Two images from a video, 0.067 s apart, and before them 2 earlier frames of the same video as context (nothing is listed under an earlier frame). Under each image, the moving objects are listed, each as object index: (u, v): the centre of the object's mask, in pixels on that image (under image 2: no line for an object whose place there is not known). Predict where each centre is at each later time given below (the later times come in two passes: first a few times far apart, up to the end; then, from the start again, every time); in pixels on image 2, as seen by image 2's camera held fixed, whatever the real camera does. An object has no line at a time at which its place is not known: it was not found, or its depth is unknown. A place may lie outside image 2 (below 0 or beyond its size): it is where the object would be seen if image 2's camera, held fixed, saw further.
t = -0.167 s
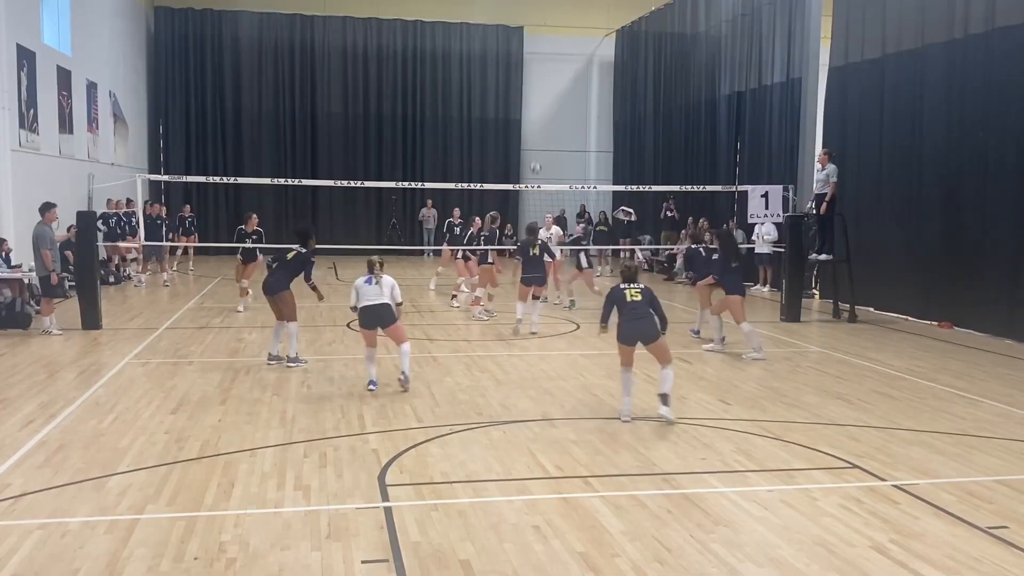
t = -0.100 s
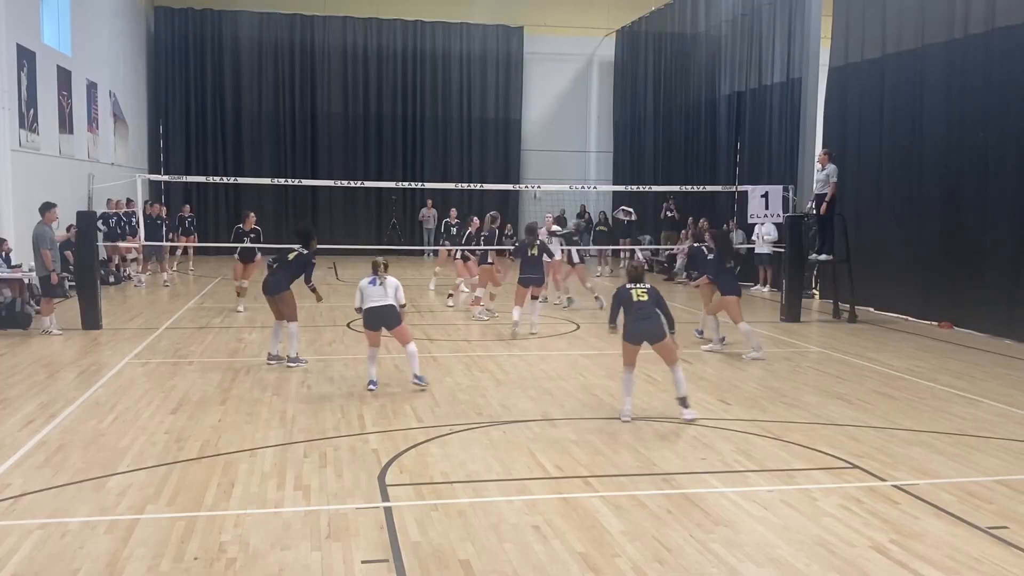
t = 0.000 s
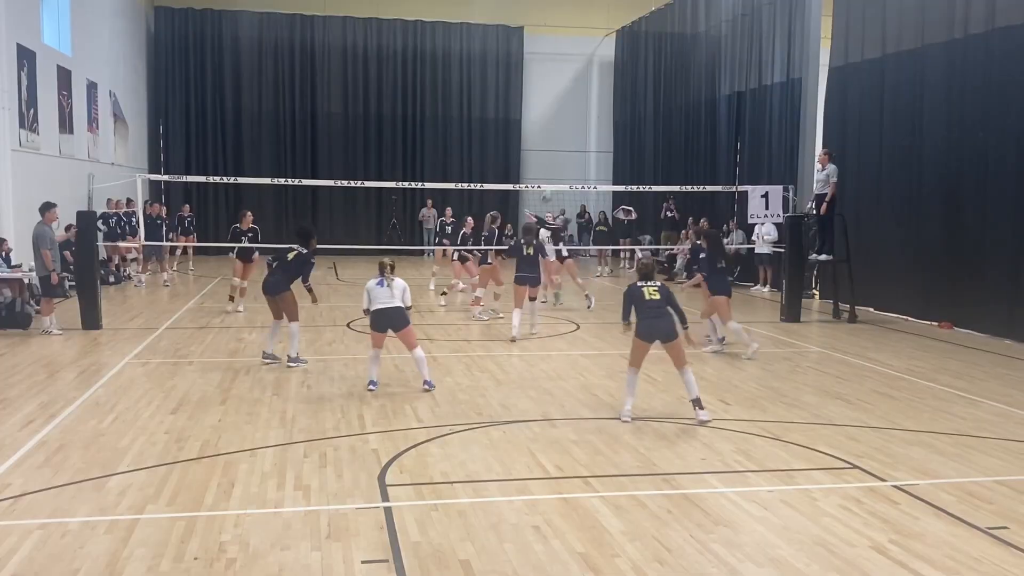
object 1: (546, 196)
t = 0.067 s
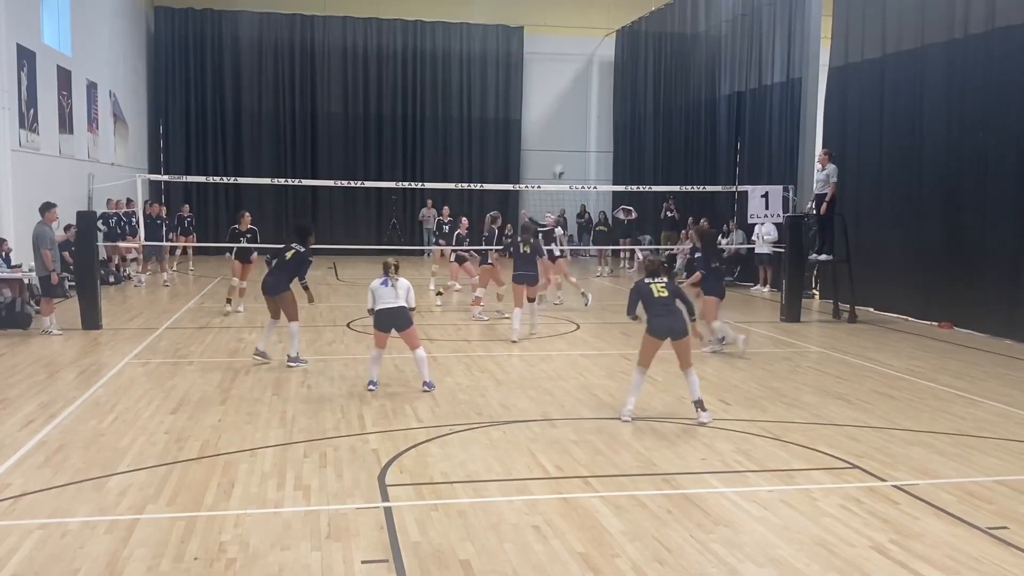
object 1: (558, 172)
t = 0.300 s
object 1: (608, 100)
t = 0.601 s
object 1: (684, 55)
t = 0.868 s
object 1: (766, 68)
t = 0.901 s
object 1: (778, 74)
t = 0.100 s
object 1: (565, 160)
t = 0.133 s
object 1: (570, 148)
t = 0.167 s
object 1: (578, 139)
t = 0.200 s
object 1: (585, 129)
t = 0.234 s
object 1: (592, 119)
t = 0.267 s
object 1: (599, 110)
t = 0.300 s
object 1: (608, 100)
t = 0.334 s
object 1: (615, 94)
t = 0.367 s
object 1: (623, 87)
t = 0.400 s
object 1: (630, 80)
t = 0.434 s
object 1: (639, 74)
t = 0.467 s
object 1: (648, 69)
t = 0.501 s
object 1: (657, 64)
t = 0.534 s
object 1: (666, 61)
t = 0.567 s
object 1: (674, 57)
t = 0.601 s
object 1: (684, 55)
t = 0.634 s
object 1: (694, 53)
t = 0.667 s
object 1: (704, 53)
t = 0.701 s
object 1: (713, 53)
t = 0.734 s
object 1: (724, 54)
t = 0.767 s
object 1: (734, 56)
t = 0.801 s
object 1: (745, 59)
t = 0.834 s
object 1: (756, 63)
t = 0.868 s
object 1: (766, 68)
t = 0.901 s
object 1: (778, 74)
